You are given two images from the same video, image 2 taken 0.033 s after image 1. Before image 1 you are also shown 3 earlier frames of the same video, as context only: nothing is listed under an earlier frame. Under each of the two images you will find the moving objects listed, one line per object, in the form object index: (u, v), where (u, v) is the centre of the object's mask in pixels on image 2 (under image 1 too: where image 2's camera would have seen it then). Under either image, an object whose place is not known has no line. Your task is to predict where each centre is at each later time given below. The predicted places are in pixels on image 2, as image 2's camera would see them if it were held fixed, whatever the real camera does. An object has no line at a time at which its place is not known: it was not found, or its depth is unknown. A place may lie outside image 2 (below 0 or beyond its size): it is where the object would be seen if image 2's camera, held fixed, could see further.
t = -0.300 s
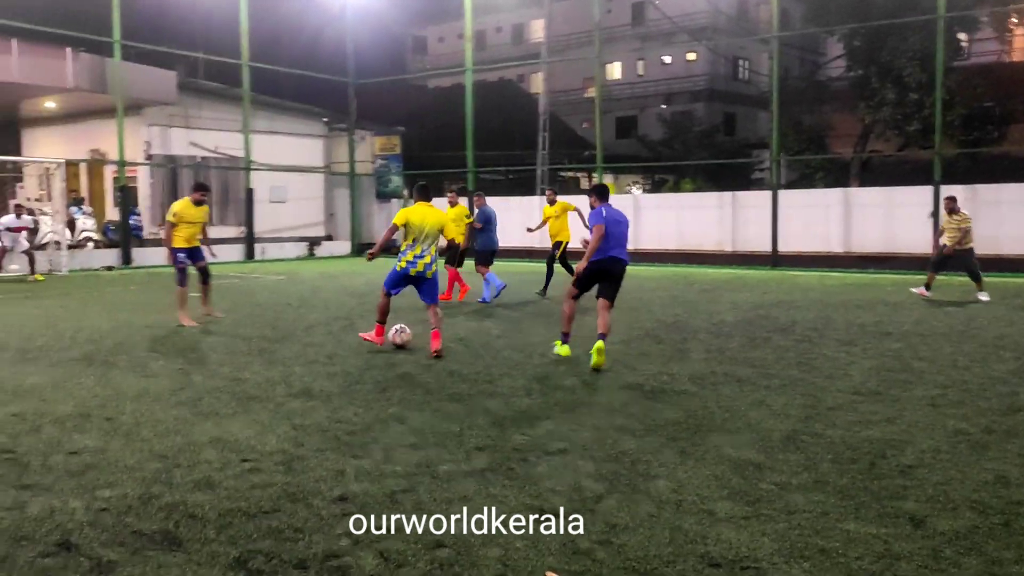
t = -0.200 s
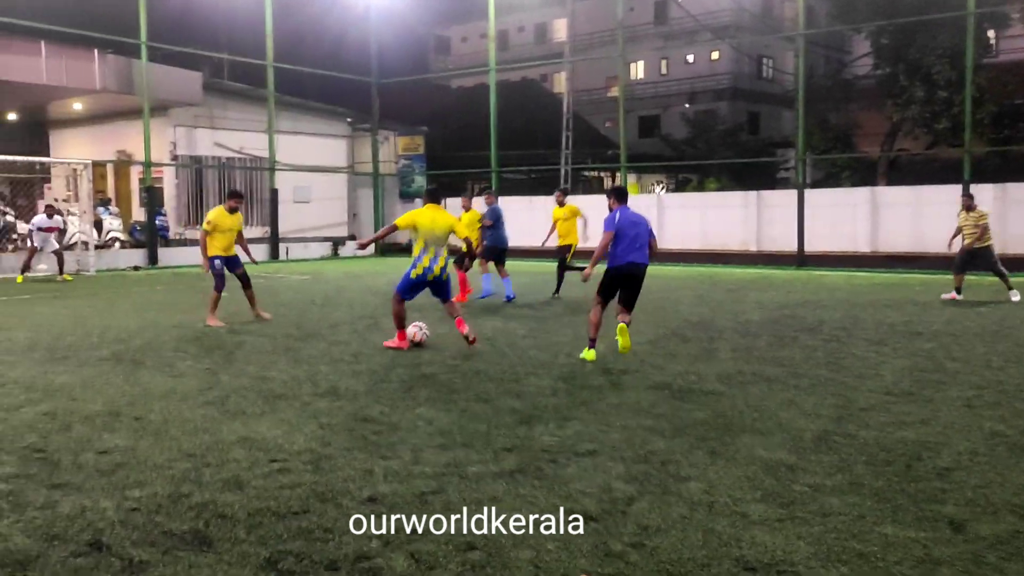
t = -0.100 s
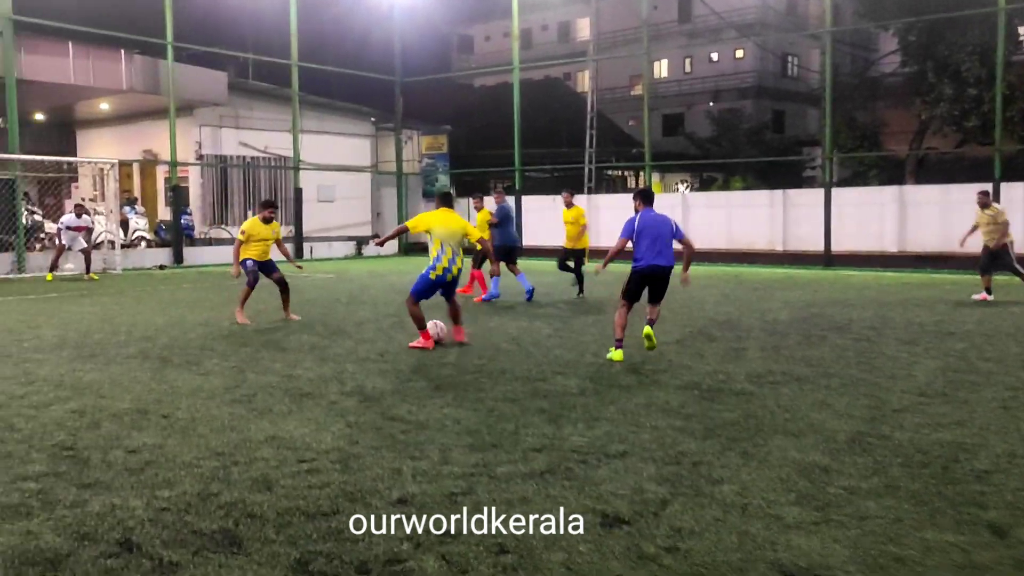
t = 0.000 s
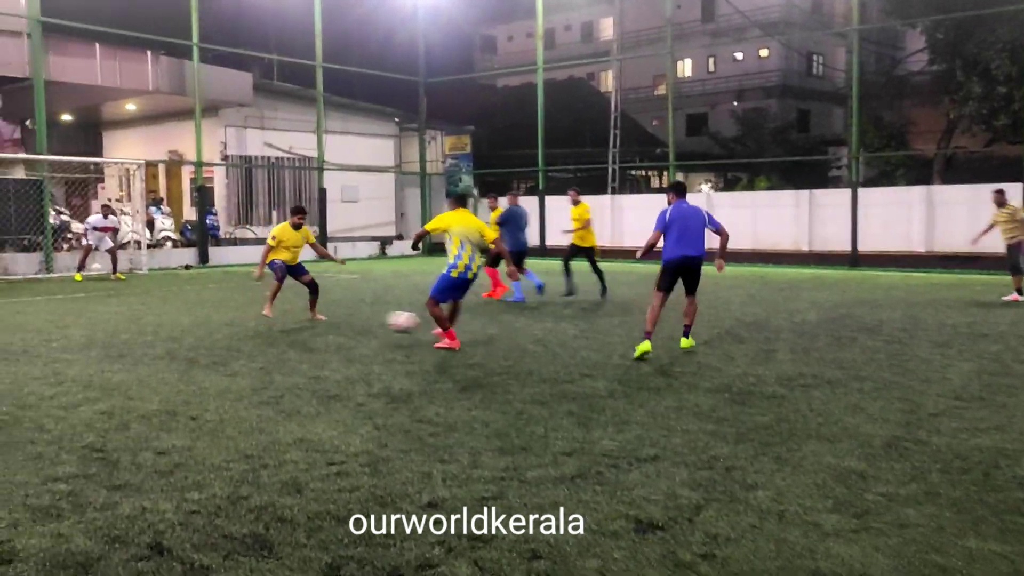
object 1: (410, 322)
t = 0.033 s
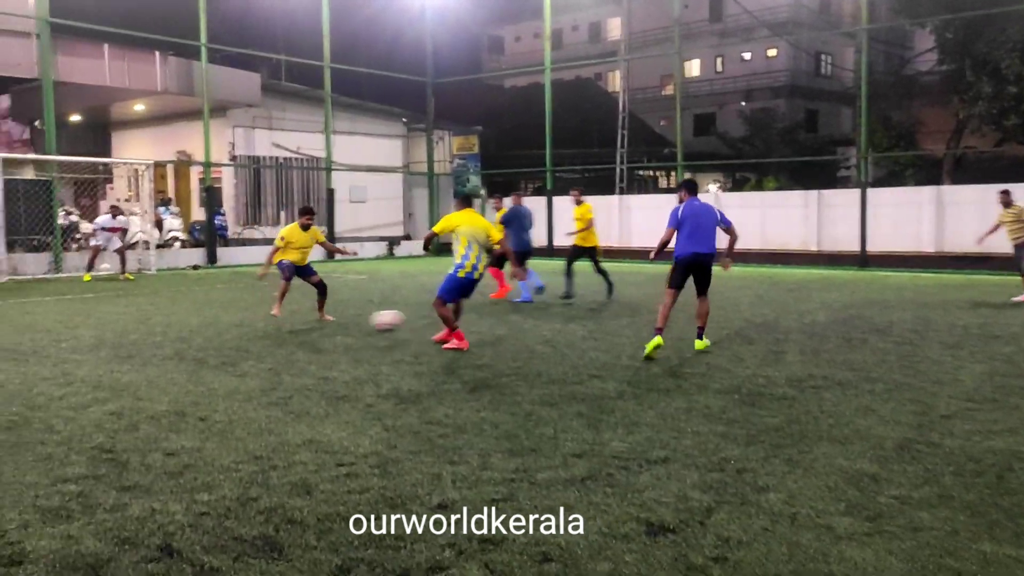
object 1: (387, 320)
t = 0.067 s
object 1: (363, 319)
